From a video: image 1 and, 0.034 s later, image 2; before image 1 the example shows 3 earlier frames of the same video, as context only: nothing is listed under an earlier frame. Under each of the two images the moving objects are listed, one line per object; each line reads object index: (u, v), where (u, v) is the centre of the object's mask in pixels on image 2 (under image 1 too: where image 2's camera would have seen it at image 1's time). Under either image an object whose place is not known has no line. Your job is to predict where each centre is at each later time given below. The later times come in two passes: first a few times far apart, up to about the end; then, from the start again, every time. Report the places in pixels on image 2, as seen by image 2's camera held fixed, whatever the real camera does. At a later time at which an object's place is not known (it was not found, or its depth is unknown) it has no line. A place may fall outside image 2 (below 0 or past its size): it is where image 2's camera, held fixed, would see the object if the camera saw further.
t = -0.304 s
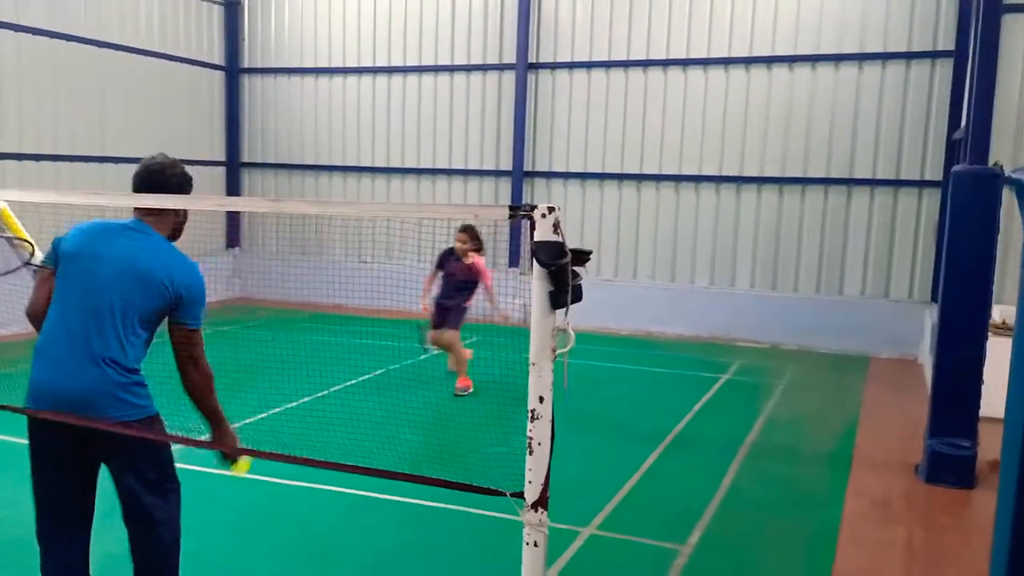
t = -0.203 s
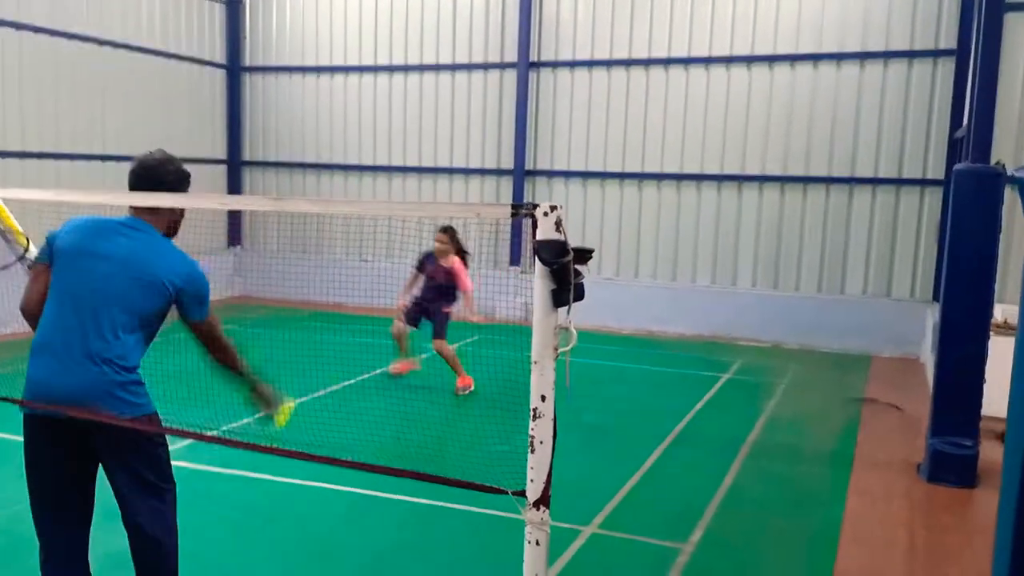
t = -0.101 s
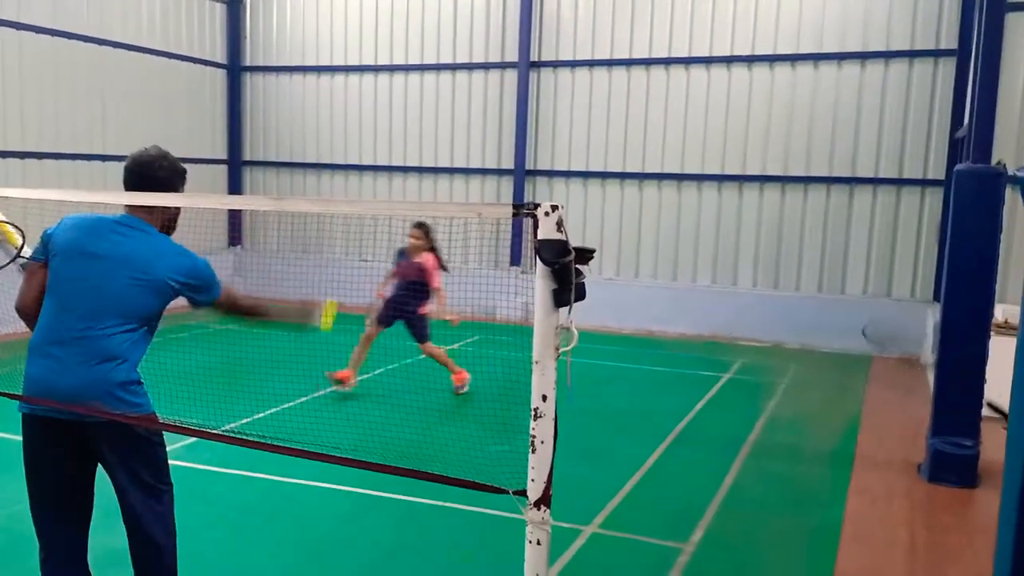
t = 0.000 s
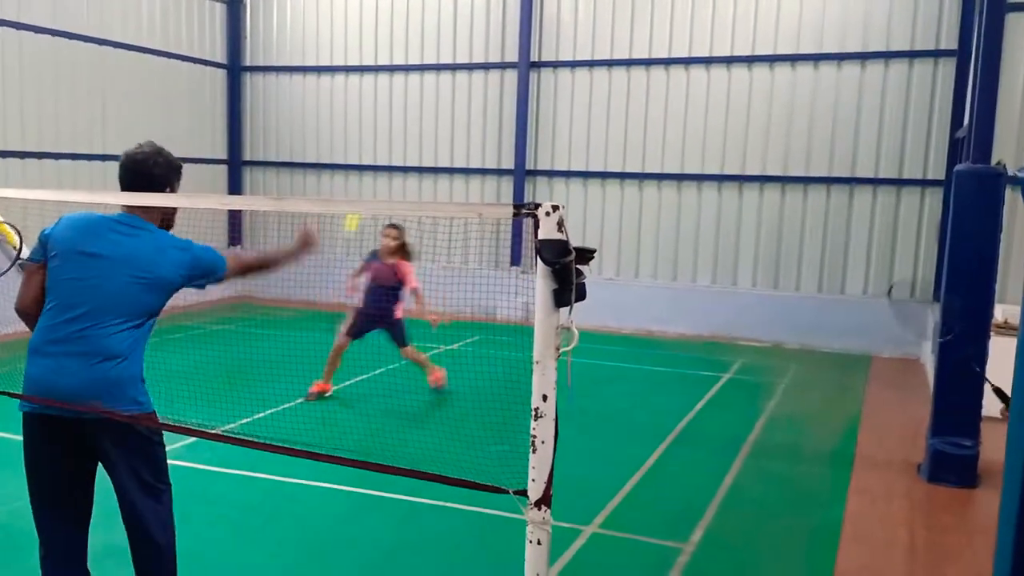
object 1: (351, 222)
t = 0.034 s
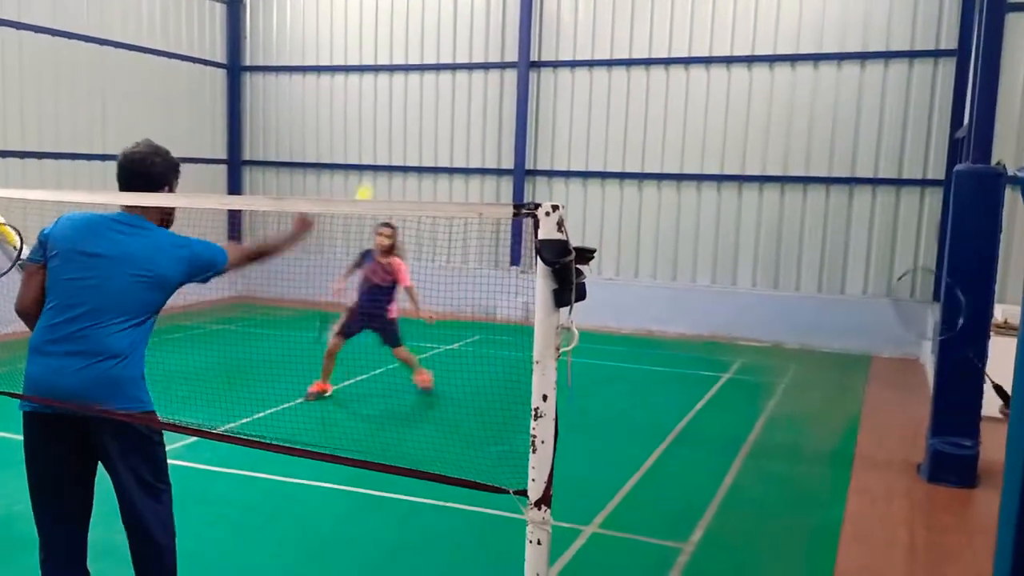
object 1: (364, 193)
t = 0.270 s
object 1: (430, 143)
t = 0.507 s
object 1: (477, 193)
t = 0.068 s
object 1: (375, 177)
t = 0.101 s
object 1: (385, 164)
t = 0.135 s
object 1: (394, 153)
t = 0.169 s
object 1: (403, 146)
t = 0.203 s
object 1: (413, 143)
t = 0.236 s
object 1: (422, 142)
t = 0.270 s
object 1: (430, 143)
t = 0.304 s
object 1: (439, 145)
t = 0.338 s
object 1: (447, 149)
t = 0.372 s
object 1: (454, 155)
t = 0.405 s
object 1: (460, 162)
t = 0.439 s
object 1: (466, 169)
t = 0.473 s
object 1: (472, 179)
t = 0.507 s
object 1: (477, 193)
